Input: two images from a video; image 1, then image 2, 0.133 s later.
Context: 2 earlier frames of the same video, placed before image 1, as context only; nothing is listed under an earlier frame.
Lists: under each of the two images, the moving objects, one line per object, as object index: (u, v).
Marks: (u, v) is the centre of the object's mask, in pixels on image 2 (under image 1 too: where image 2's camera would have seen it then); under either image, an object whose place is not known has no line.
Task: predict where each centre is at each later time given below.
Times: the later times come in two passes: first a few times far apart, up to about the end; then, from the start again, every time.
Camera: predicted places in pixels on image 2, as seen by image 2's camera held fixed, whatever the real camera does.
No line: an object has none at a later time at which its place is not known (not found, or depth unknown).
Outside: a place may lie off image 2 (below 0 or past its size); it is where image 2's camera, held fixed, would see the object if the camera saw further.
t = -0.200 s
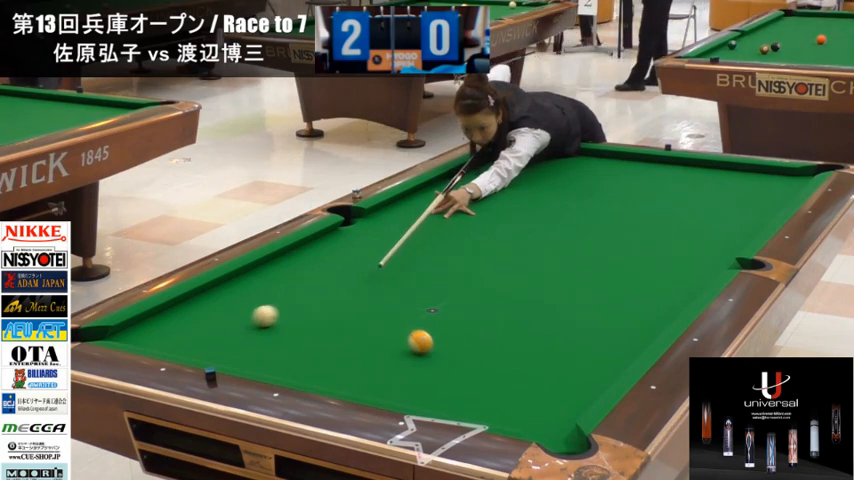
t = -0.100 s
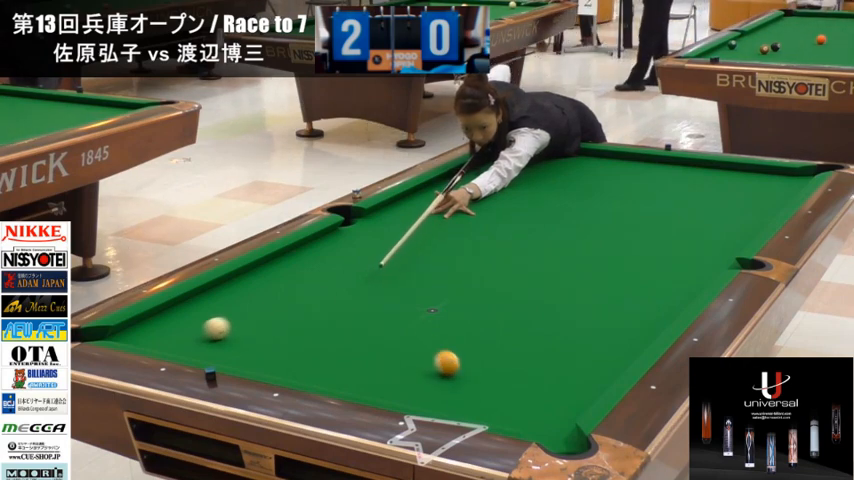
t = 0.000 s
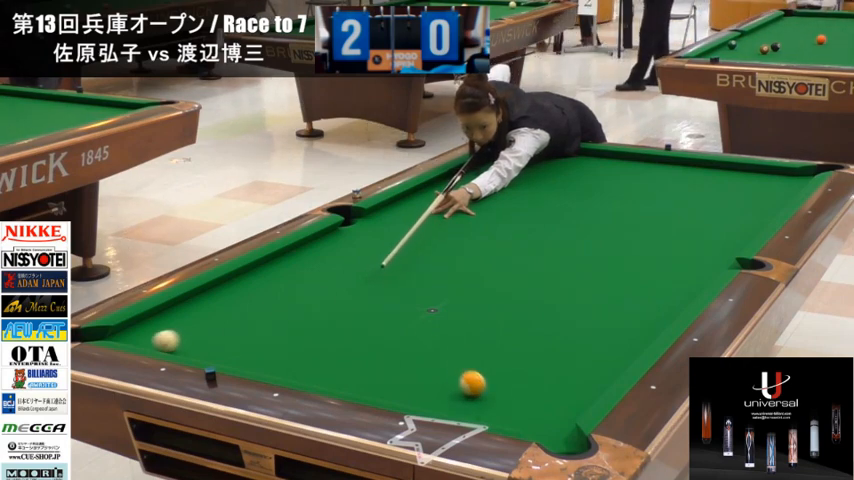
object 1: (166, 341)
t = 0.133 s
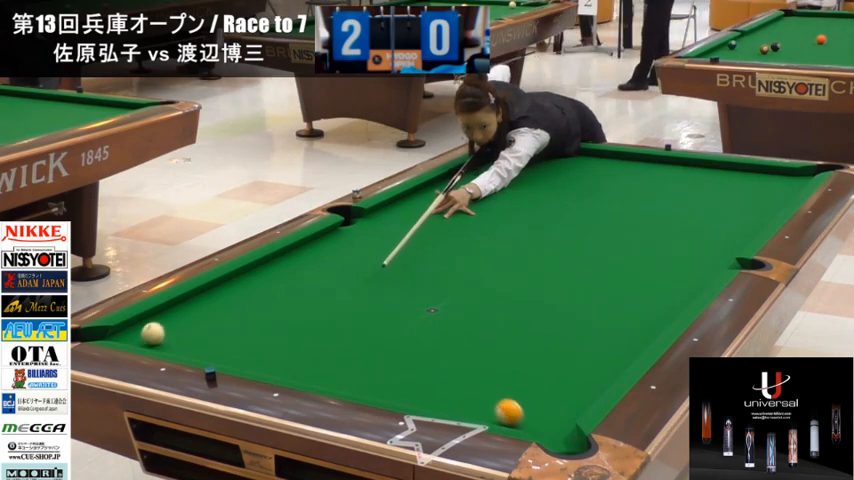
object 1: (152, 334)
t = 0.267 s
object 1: (159, 319)
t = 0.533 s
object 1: (201, 301)
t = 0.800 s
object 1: (251, 289)
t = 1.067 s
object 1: (297, 277)
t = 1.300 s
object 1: (334, 268)
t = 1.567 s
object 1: (373, 258)
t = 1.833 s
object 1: (408, 249)
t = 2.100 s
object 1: (441, 240)
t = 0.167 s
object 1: (155, 329)
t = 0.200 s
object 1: (157, 326)
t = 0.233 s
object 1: (158, 322)
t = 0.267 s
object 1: (159, 319)
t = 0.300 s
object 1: (160, 315)
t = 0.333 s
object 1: (161, 312)
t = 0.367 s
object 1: (167, 310)
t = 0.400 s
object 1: (174, 308)
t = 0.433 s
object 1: (181, 306)
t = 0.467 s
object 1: (188, 305)
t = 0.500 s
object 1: (194, 303)
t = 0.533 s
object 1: (201, 301)
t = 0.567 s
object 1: (208, 300)
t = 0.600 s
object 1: (214, 298)
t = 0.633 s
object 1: (220, 296)
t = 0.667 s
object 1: (227, 295)
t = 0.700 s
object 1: (233, 293)
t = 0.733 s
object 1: (239, 292)
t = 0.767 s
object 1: (245, 290)
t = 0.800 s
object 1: (251, 289)
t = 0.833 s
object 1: (257, 287)
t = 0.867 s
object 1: (263, 286)
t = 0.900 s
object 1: (269, 284)
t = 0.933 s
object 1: (275, 283)
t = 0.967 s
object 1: (280, 281)
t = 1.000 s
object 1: (286, 280)
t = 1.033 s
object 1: (291, 279)
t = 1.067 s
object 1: (297, 277)
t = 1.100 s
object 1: (302, 276)
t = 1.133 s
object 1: (308, 275)
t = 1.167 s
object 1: (313, 273)
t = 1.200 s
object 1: (318, 272)
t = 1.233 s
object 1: (324, 270)
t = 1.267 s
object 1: (329, 269)
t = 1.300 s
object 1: (334, 268)
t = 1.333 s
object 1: (339, 266)
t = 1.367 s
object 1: (344, 265)
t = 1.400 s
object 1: (349, 264)
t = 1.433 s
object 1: (354, 263)
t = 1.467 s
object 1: (358, 261)
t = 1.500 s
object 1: (363, 260)
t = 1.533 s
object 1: (368, 259)
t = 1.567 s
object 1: (373, 258)
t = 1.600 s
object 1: (377, 257)
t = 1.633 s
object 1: (382, 255)
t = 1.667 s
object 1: (386, 254)
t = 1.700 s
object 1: (391, 253)
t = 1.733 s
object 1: (395, 252)
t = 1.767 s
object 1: (399, 251)
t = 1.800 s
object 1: (404, 250)
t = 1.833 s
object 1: (408, 249)
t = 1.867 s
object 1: (413, 248)
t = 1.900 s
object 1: (416, 247)
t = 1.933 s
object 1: (421, 245)
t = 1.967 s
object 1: (425, 245)
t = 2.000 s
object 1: (429, 244)
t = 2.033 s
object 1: (433, 243)
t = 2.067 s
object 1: (437, 241)
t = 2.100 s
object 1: (441, 240)
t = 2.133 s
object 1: (445, 240)
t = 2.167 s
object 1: (449, 238)
